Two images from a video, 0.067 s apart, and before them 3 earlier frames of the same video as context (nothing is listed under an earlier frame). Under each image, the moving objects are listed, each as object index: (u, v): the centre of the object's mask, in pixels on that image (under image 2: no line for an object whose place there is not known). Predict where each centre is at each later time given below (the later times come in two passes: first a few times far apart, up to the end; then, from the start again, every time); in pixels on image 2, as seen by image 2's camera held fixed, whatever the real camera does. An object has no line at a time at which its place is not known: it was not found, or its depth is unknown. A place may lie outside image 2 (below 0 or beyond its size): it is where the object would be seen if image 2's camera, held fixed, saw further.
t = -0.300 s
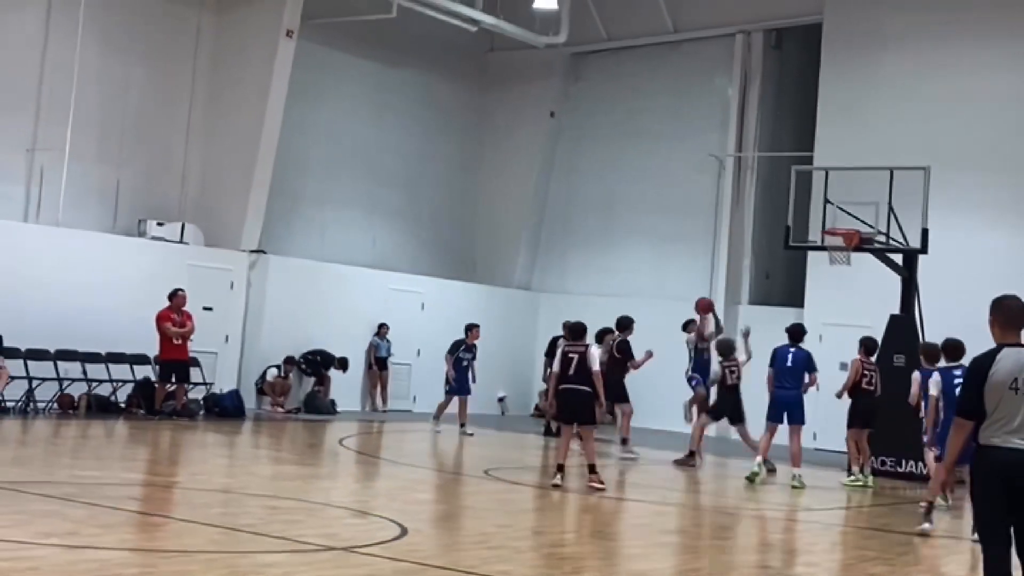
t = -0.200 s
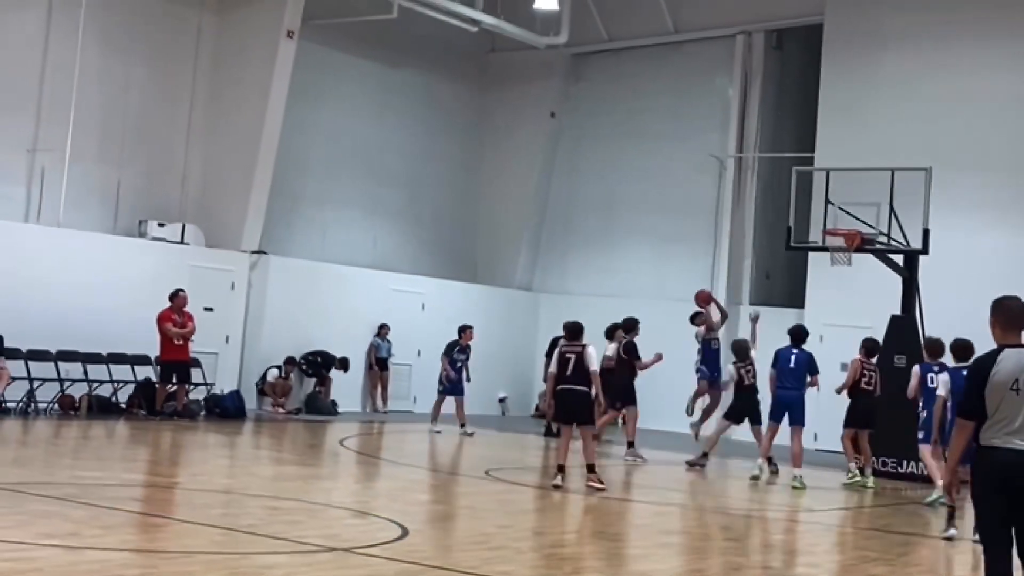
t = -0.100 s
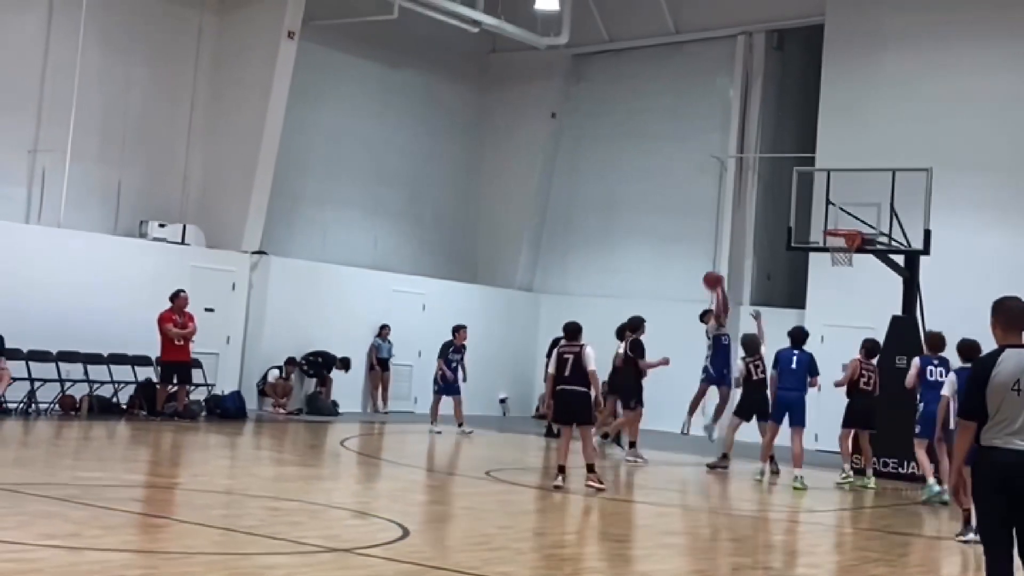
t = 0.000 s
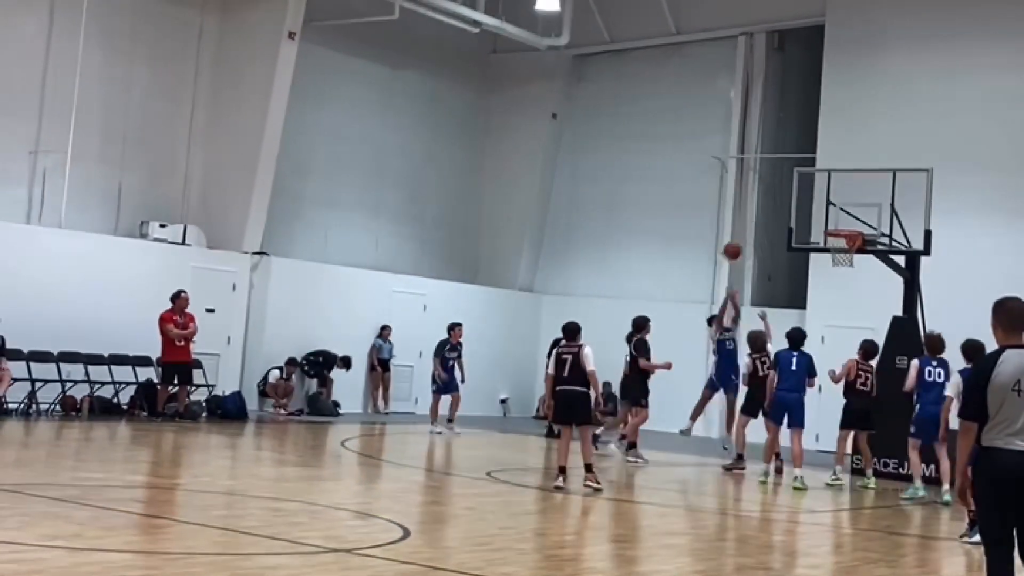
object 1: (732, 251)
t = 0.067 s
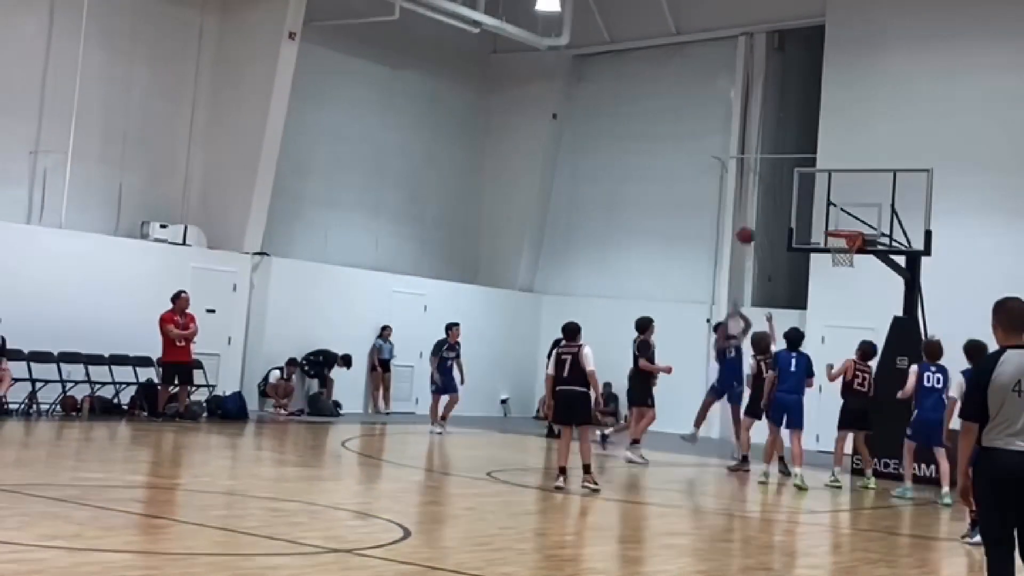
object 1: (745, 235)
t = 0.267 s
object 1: (785, 208)
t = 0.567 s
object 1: (842, 218)
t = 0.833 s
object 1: (846, 242)
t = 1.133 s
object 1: (857, 262)
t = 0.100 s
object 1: (752, 228)
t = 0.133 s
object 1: (758, 221)
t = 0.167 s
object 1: (766, 216)
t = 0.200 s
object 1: (774, 213)
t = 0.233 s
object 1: (779, 209)
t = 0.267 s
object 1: (785, 208)
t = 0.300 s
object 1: (792, 204)
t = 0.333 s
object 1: (798, 203)
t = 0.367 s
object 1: (805, 201)
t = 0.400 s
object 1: (811, 202)
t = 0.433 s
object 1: (818, 204)
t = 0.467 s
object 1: (823, 206)
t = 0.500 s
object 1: (830, 209)
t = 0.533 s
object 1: (836, 213)
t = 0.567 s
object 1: (842, 218)
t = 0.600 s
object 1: (849, 224)
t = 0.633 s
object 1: (854, 228)
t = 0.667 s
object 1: (847, 228)
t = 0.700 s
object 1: (837, 232)
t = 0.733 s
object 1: (835, 235)
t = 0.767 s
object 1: (838, 236)
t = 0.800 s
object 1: (843, 240)
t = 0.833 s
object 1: (846, 242)
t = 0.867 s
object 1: (854, 244)
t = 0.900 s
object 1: (856, 245)
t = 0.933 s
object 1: (856, 248)
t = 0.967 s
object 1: (857, 248)
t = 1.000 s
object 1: (857, 249)
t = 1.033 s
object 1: (857, 247)
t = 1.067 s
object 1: (857, 249)
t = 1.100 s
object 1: (857, 251)
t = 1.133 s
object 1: (857, 262)
